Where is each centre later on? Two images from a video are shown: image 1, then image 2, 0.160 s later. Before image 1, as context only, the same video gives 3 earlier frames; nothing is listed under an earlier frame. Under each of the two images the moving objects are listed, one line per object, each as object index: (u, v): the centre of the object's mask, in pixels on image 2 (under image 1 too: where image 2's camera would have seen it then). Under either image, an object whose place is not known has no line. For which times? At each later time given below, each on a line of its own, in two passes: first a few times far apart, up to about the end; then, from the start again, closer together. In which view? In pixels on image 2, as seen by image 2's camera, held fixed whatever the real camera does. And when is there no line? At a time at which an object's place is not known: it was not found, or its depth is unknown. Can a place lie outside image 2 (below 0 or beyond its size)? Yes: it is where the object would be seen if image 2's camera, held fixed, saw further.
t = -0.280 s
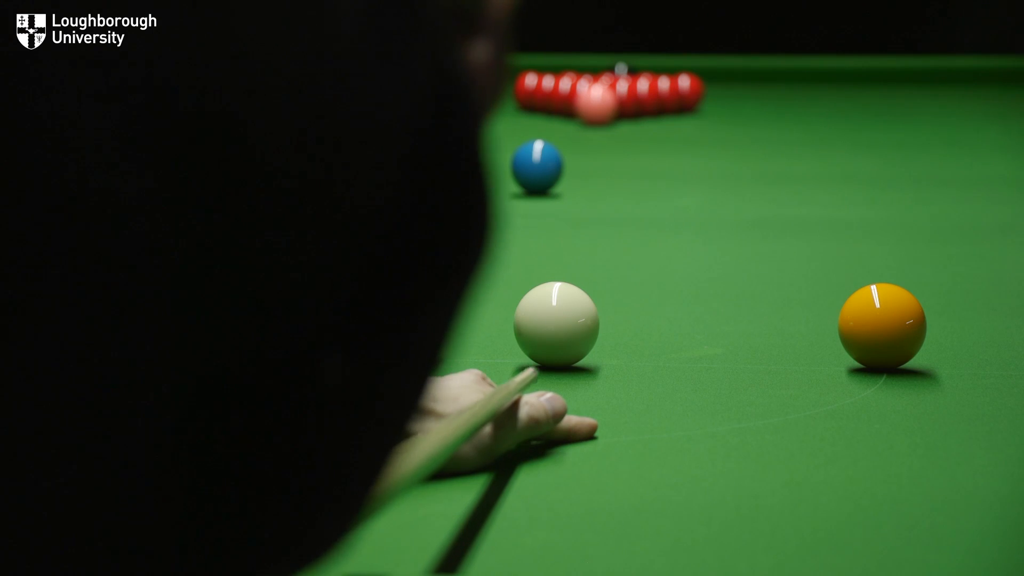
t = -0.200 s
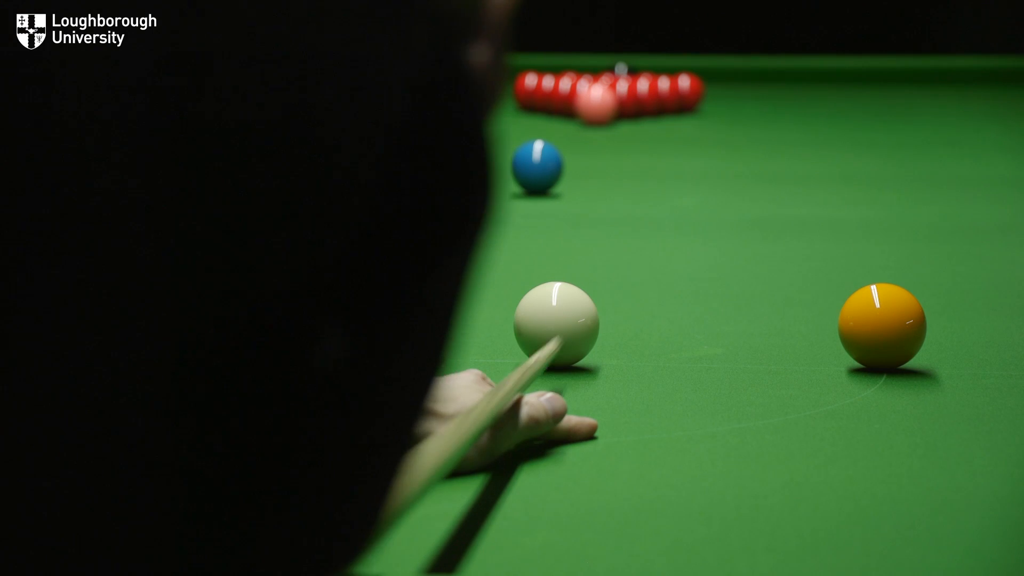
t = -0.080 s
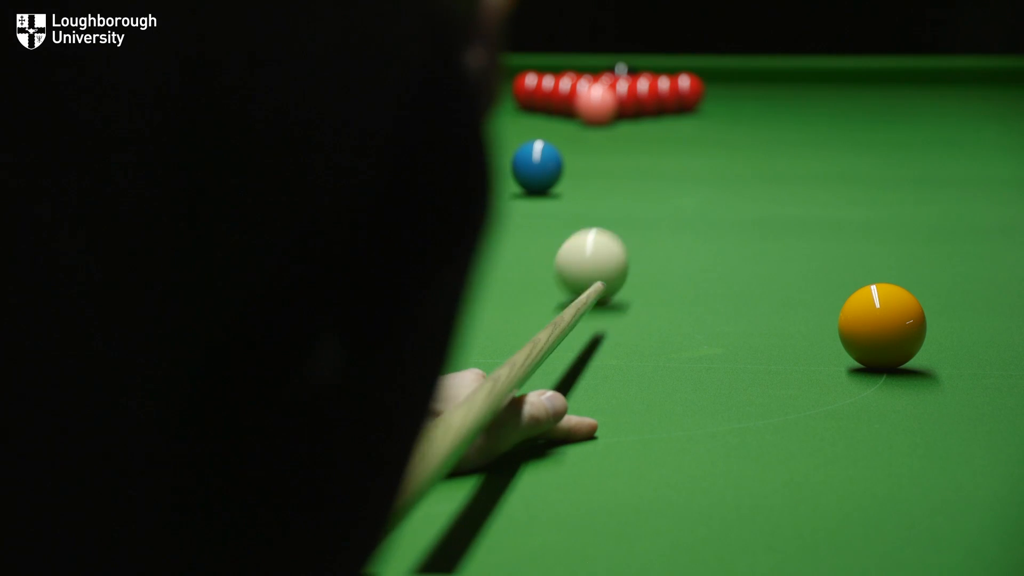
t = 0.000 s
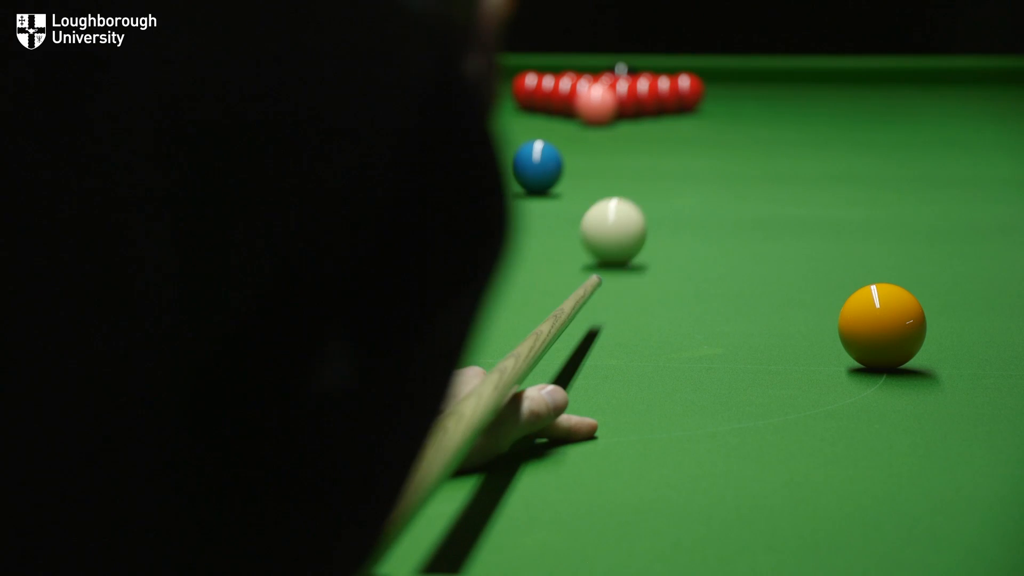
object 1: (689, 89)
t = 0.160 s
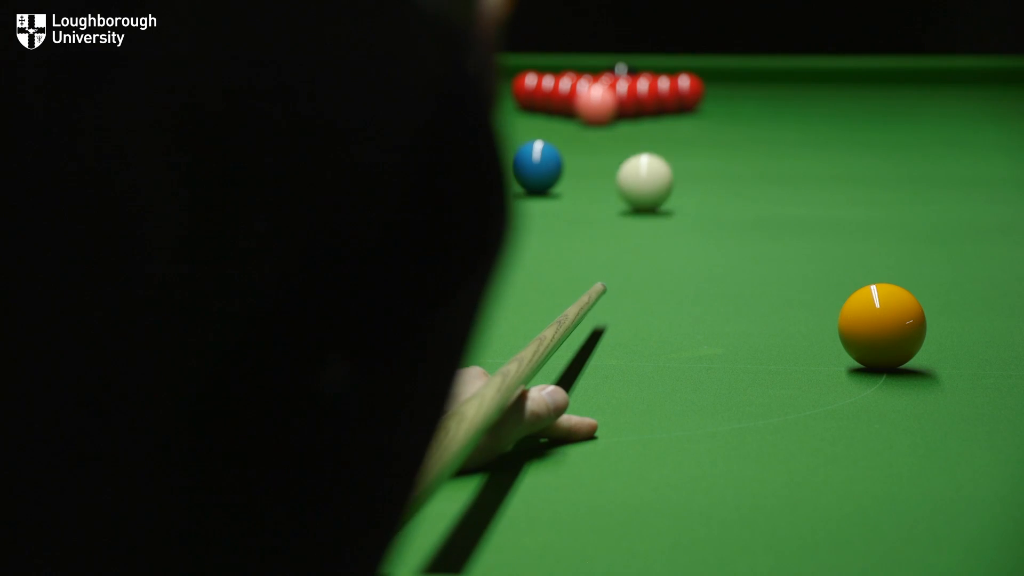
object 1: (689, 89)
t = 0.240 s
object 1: (689, 89)
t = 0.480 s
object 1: (690, 87)
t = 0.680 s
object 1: (685, 80)
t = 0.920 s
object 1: (694, 84)
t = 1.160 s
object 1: (704, 78)
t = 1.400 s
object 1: (714, 71)
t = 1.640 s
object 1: (724, 67)
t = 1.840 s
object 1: (727, 70)
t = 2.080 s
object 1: (730, 73)
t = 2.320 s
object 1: (734, 76)
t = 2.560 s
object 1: (738, 80)
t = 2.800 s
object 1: (742, 83)
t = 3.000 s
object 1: (745, 85)
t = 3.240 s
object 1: (749, 88)
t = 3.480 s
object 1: (752, 91)
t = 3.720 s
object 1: (756, 93)
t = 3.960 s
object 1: (759, 96)
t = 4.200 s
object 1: (763, 98)
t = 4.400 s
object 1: (765, 99)
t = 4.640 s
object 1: (767, 101)
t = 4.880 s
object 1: (769, 103)
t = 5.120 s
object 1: (770, 104)
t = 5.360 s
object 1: (770, 105)
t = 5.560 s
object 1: (770, 106)
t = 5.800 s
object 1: (771, 107)
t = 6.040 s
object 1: (771, 107)
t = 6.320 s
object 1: (771, 107)
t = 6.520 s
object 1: (771, 107)
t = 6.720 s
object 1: (771, 107)
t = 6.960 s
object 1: (771, 107)
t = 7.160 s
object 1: (771, 107)
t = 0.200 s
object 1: (689, 89)
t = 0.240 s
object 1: (689, 89)
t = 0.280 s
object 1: (689, 89)
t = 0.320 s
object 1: (689, 89)
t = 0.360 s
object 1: (689, 90)
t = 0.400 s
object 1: (689, 90)
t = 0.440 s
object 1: (689, 89)
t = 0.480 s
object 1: (690, 87)
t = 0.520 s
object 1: (689, 85)
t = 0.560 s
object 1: (689, 83)
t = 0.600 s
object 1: (688, 82)
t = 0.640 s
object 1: (686, 81)
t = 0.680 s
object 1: (685, 80)
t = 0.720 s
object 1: (684, 82)
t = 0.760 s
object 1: (684, 85)
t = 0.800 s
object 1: (690, 88)
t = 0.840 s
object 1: (691, 87)
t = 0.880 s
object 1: (692, 85)
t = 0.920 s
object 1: (694, 84)
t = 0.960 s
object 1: (696, 83)
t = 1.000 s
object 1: (697, 82)
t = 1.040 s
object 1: (699, 81)
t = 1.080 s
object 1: (700, 80)
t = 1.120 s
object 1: (702, 78)
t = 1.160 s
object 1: (704, 78)
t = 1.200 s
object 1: (705, 77)
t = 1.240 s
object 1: (707, 76)
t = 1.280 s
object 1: (709, 75)
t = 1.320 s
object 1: (711, 74)
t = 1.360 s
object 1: (712, 73)
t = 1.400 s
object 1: (714, 71)
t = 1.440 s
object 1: (716, 70)
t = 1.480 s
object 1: (717, 69)
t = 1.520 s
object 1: (719, 68)
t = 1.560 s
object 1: (721, 67)
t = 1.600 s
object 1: (723, 67)
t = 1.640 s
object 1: (724, 67)
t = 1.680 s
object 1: (724, 67)
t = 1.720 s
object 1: (725, 68)
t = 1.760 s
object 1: (726, 69)
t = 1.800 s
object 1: (726, 69)
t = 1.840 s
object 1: (727, 70)
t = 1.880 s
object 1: (727, 70)
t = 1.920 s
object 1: (728, 71)
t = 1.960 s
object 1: (728, 72)
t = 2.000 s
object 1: (729, 72)
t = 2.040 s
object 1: (730, 72)
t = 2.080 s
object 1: (730, 73)
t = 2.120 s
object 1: (731, 74)
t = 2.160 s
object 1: (732, 74)
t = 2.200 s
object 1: (732, 75)
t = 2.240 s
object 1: (733, 75)
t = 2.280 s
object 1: (733, 76)
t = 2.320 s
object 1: (734, 76)
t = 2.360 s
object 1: (735, 77)
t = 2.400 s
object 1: (735, 77)
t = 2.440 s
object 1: (736, 78)
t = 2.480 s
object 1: (736, 78)
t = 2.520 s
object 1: (737, 79)
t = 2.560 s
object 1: (738, 80)
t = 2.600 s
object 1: (738, 80)
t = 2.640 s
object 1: (739, 81)
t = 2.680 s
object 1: (740, 81)
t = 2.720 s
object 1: (741, 82)
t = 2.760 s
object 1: (741, 82)
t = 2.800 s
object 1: (742, 83)
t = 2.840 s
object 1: (742, 83)
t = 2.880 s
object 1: (742, 80)
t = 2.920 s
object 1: (744, 80)
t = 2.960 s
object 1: (745, 83)
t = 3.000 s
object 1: (745, 85)
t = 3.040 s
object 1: (746, 86)
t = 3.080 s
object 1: (746, 86)
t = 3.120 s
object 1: (747, 87)
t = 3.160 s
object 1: (747, 87)
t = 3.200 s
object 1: (748, 88)
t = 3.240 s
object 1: (749, 88)
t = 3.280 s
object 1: (749, 88)
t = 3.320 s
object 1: (750, 89)
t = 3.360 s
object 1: (751, 89)
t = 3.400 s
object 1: (751, 90)
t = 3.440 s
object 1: (752, 90)
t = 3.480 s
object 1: (752, 91)
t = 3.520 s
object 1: (753, 91)
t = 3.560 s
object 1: (754, 91)
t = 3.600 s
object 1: (754, 92)
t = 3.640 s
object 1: (755, 92)
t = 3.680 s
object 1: (755, 93)
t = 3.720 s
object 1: (756, 93)
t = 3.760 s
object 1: (757, 94)
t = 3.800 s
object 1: (757, 94)
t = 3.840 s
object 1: (758, 95)
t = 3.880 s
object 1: (758, 95)
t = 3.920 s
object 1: (759, 95)
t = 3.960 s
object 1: (759, 96)
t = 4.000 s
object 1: (760, 96)
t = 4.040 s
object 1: (760, 96)
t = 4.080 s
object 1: (761, 97)
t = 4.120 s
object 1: (762, 97)
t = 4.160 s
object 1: (762, 97)
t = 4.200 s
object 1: (763, 98)
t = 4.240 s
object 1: (763, 98)
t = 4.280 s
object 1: (763, 98)
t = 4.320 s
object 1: (764, 99)
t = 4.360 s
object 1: (764, 99)
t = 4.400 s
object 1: (765, 99)
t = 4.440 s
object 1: (765, 100)
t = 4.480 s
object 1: (766, 100)
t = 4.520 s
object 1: (766, 100)
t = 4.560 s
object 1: (767, 101)
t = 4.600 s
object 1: (767, 101)
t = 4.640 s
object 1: (767, 101)
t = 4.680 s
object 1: (768, 101)
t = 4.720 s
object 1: (768, 102)
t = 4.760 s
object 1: (768, 102)
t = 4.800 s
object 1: (769, 102)
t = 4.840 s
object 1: (769, 103)
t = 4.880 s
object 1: (769, 103)
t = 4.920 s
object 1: (769, 103)
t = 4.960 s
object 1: (770, 103)
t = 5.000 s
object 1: (770, 104)
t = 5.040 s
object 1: (770, 104)
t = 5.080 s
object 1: (770, 104)
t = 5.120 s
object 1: (770, 104)
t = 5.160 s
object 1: (770, 104)
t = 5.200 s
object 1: (770, 104)
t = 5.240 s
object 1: (770, 105)
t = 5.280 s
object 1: (770, 105)
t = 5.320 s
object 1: (770, 105)
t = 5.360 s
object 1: (770, 105)
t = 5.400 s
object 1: (770, 105)
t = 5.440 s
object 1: (770, 106)
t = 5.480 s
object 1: (770, 106)
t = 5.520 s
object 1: (770, 106)
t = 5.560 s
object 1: (770, 106)
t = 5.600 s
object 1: (770, 106)
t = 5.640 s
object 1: (770, 106)
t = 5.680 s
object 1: (770, 106)
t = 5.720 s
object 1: (770, 107)
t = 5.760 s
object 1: (770, 107)
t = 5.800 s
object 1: (771, 107)
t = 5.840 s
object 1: (771, 107)
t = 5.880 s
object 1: (771, 107)
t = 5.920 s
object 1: (771, 107)
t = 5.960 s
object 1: (771, 107)
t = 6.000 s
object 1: (771, 107)
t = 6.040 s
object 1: (771, 107)
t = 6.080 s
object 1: (771, 107)
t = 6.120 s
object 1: (771, 107)
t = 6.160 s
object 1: (771, 107)
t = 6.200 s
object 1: (771, 107)
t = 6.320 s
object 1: (771, 107)
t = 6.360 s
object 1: (771, 107)
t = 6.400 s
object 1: (771, 107)
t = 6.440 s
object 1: (771, 107)
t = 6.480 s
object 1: (771, 107)
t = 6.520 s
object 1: (771, 107)
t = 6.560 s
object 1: (771, 107)
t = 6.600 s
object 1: (771, 107)
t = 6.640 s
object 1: (771, 107)
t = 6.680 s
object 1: (771, 107)
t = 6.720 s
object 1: (771, 107)
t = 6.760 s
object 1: (771, 107)
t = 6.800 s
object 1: (771, 107)
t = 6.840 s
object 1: (771, 107)
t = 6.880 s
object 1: (771, 107)
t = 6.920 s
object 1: (771, 107)
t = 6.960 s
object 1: (771, 107)
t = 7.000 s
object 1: (771, 107)
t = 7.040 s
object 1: (771, 107)
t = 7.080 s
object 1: (771, 107)
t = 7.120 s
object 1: (771, 107)
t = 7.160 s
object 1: (771, 107)
